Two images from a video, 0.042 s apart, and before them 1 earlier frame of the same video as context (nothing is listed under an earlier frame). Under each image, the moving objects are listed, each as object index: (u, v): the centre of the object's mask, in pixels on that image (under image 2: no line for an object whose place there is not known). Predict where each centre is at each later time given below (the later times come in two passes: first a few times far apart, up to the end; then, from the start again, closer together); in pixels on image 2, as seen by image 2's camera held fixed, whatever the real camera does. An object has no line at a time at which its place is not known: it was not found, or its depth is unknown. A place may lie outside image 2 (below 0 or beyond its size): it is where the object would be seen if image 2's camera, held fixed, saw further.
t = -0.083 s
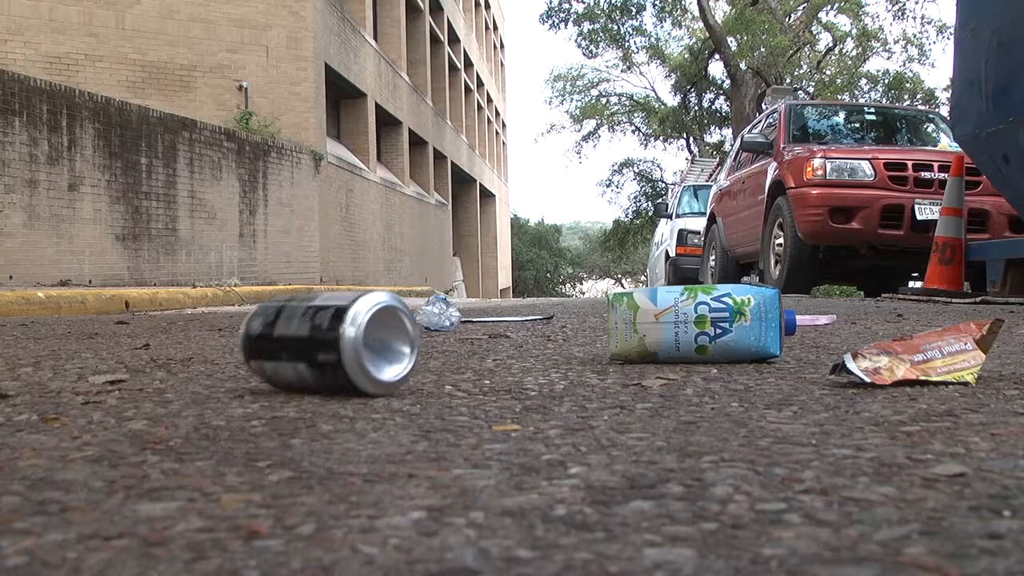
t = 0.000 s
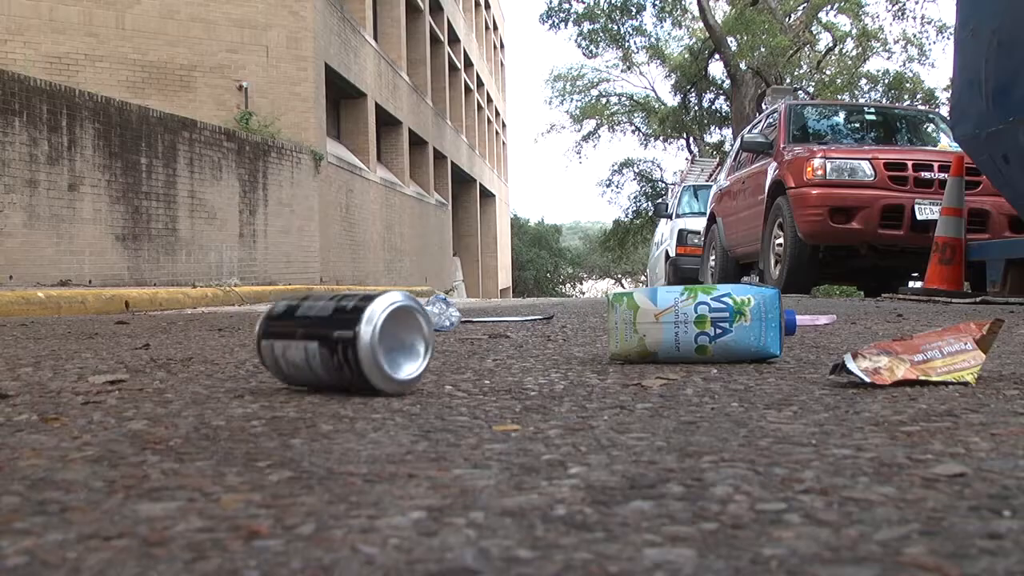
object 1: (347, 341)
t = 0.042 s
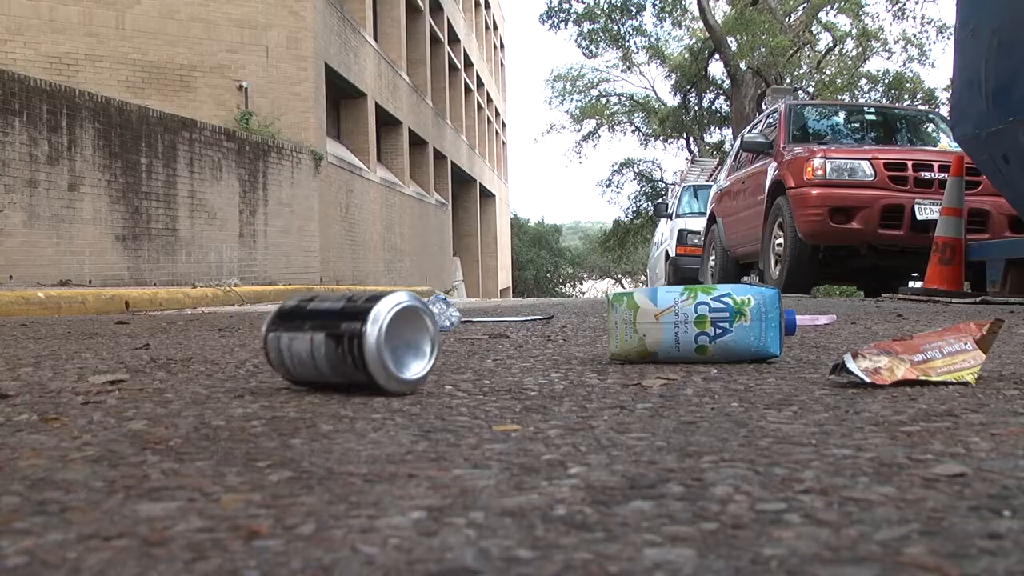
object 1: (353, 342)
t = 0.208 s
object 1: (383, 341)
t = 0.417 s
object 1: (412, 339)
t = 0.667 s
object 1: (435, 338)
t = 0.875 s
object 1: (448, 338)
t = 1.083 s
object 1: (464, 337)
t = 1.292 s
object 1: (480, 336)
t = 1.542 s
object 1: (493, 335)
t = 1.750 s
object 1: (504, 335)
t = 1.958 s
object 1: (510, 334)
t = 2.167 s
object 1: (519, 334)
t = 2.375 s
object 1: (523, 334)
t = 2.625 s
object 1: (520, 334)
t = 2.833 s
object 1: (518, 334)
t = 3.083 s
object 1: (516, 335)
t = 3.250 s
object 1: (516, 335)
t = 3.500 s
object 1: (516, 335)
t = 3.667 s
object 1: (516, 335)
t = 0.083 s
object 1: (361, 342)
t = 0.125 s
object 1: (368, 341)
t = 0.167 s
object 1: (376, 341)
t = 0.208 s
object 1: (383, 341)
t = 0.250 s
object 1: (391, 341)
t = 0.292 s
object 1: (397, 340)
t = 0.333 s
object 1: (402, 340)
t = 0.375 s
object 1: (407, 339)
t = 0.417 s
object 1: (412, 339)
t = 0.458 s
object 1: (416, 339)
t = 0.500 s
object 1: (421, 339)
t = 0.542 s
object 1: (424, 339)
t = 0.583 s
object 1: (428, 338)
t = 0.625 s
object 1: (431, 338)
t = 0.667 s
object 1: (435, 338)
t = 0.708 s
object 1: (438, 338)
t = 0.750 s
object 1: (441, 338)
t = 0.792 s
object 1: (443, 338)
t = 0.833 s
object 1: (445, 338)
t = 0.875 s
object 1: (448, 338)
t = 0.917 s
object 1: (451, 338)
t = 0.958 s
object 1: (454, 338)
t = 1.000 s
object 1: (457, 338)
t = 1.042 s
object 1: (461, 338)
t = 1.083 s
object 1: (464, 337)
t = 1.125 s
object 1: (468, 337)
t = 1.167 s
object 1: (472, 337)
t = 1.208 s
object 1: (474, 337)
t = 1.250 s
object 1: (477, 337)
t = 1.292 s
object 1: (480, 336)
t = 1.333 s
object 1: (483, 336)
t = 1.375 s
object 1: (485, 336)
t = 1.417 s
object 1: (487, 336)
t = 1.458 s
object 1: (490, 336)
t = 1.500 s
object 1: (491, 335)
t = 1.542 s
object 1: (493, 335)
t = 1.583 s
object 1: (495, 335)
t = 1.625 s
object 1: (497, 335)
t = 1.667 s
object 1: (499, 335)
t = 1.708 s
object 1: (502, 335)
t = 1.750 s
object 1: (504, 335)
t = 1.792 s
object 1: (505, 335)
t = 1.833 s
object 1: (506, 335)
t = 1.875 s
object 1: (507, 335)
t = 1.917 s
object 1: (509, 335)
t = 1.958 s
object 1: (510, 334)
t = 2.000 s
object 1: (512, 334)
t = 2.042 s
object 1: (513, 334)
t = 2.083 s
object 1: (516, 334)
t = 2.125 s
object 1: (518, 334)
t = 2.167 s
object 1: (519, 334)
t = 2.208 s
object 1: (520, 334)
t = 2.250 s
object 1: (521, 334)
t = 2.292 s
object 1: (522, 334)
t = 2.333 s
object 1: (523, 334)
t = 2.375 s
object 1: (523, 334)
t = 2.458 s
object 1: (523, 334)
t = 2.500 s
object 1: (522, 334)
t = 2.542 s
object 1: (522, 334)
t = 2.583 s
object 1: (521, 334)
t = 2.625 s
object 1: (520, 334)
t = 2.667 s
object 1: (520, 334)
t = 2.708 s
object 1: (519, 334)
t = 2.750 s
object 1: (519, 334)
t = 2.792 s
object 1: (518, 334)
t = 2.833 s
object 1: (518, 334)
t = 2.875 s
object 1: (517, 335)
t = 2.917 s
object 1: (515, 335)
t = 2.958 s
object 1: (515, 335)
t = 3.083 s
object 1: (516, 335)
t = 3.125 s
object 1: (516, 335)
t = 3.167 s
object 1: (517, 335)
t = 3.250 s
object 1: (516, 335)
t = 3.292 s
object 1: (516, 335)
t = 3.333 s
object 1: (516, 335)
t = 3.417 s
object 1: (516, 335)
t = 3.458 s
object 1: (516, 335)
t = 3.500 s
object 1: (516, 335)
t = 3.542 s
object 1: (516, 335)
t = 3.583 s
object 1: (516, 335)
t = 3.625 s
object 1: (516, 335)
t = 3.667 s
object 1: (516, 335)
